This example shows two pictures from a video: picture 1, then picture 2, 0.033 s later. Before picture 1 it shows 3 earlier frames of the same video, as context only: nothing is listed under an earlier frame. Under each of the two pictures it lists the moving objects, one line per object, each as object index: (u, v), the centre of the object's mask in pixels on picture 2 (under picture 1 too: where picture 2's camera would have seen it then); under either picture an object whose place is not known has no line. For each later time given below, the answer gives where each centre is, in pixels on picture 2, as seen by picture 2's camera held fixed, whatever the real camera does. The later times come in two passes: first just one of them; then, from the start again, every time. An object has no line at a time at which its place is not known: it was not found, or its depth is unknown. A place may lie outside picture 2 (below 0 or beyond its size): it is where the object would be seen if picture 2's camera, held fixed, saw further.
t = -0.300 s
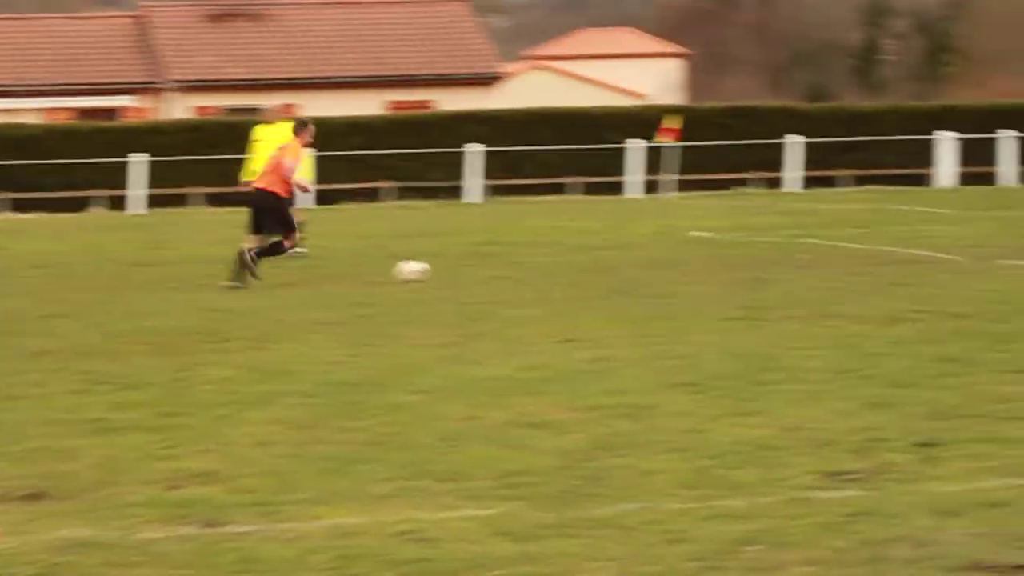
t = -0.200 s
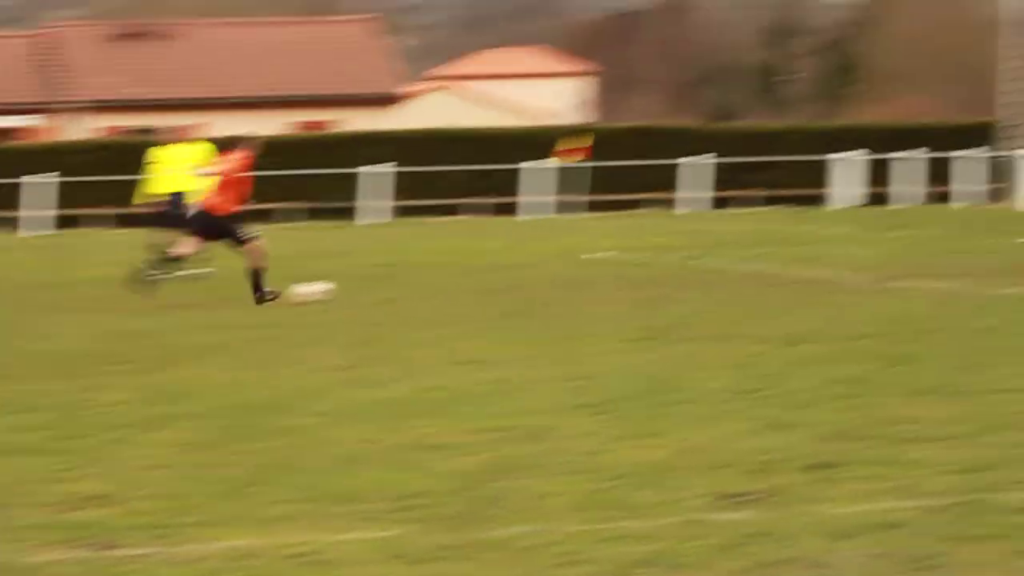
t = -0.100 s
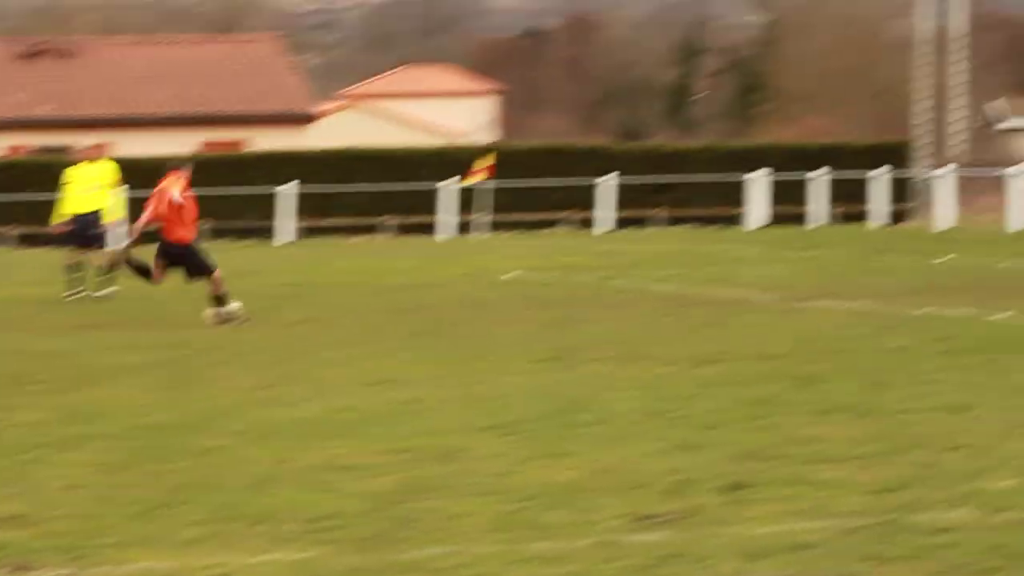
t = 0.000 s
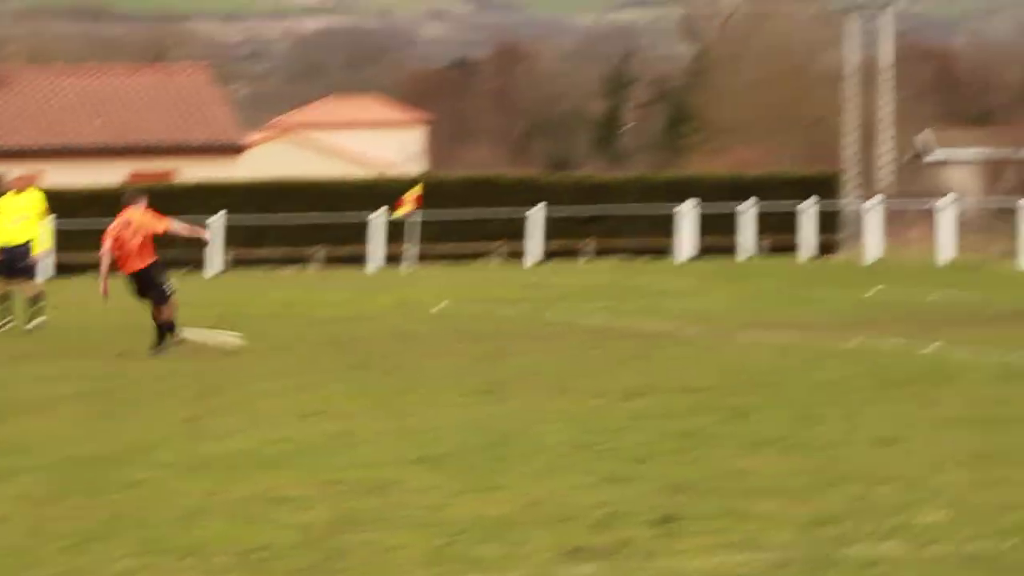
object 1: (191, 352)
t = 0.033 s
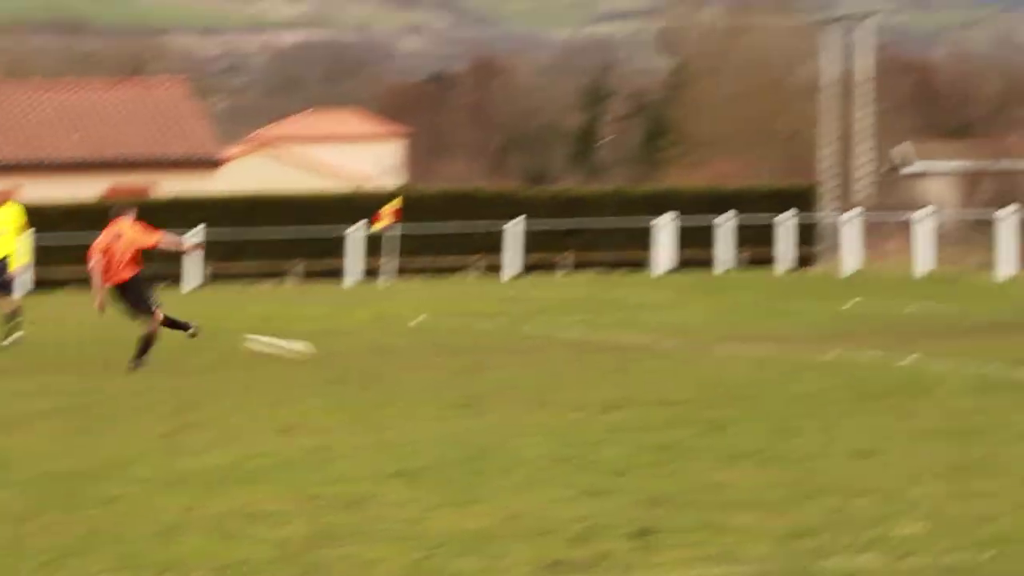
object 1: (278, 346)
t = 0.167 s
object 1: (626, 337)
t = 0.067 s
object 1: (367, 341)
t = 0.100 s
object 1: (452, 336)
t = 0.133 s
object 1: (540, 335)
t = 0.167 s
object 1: (626, 337)
